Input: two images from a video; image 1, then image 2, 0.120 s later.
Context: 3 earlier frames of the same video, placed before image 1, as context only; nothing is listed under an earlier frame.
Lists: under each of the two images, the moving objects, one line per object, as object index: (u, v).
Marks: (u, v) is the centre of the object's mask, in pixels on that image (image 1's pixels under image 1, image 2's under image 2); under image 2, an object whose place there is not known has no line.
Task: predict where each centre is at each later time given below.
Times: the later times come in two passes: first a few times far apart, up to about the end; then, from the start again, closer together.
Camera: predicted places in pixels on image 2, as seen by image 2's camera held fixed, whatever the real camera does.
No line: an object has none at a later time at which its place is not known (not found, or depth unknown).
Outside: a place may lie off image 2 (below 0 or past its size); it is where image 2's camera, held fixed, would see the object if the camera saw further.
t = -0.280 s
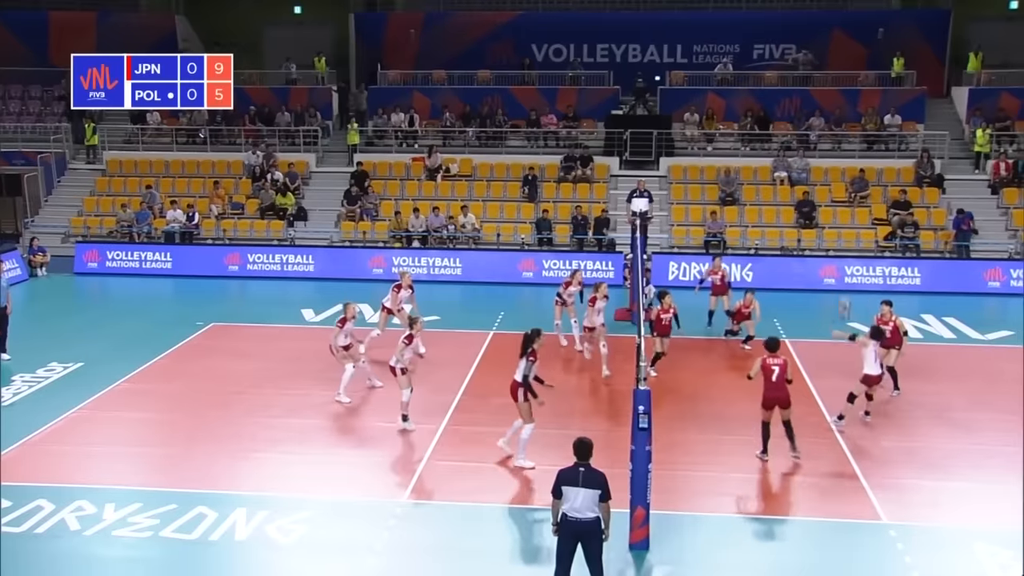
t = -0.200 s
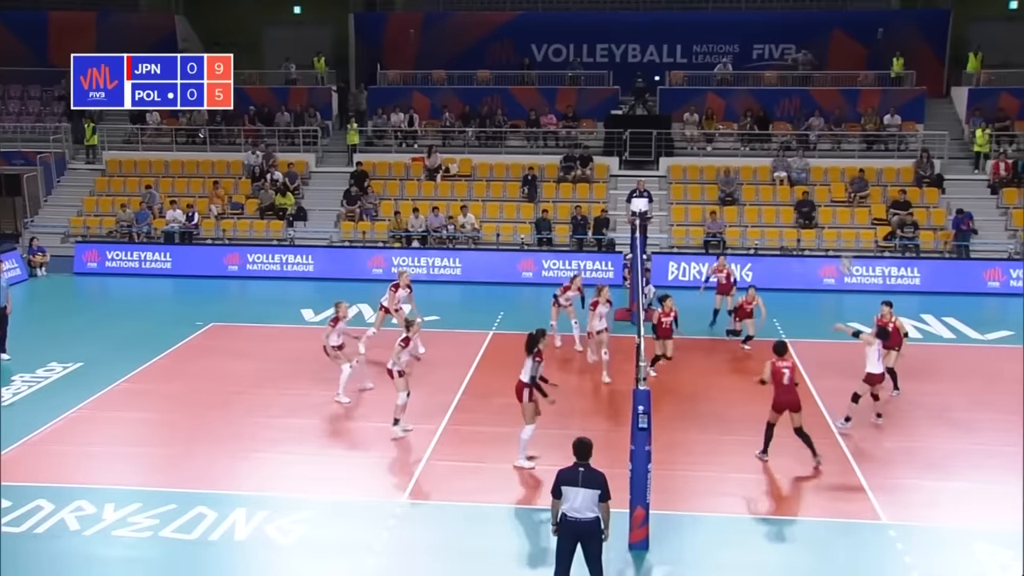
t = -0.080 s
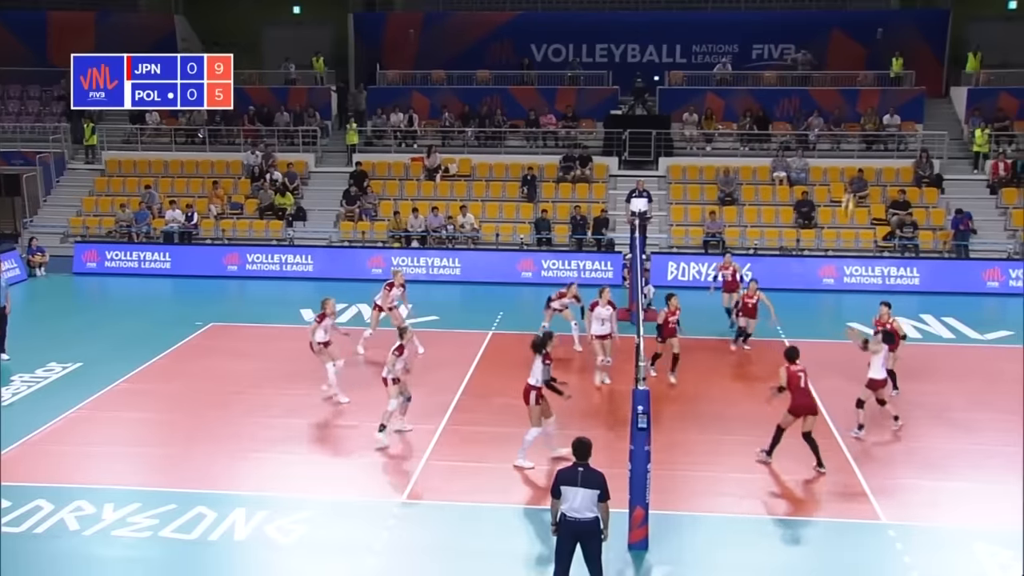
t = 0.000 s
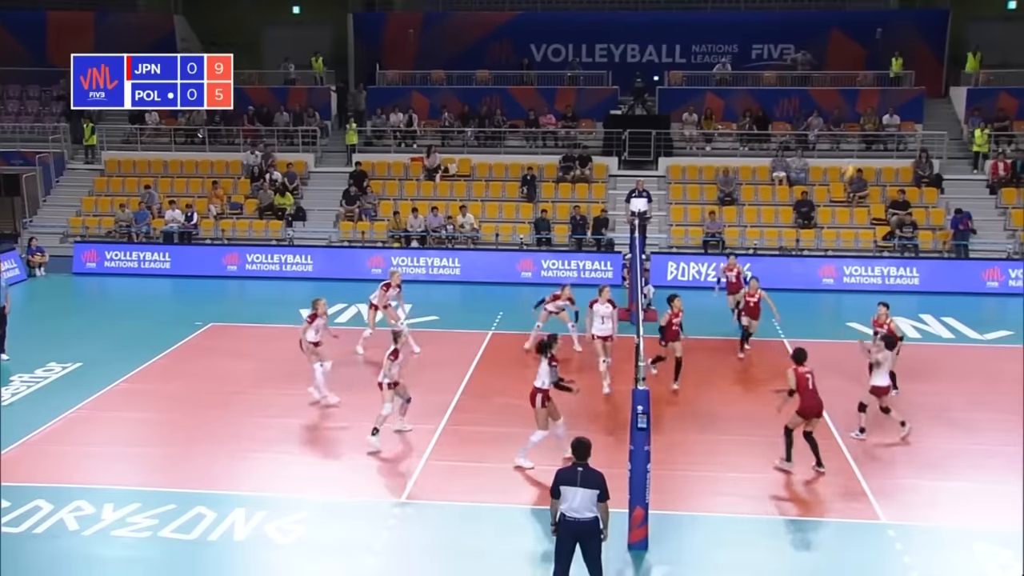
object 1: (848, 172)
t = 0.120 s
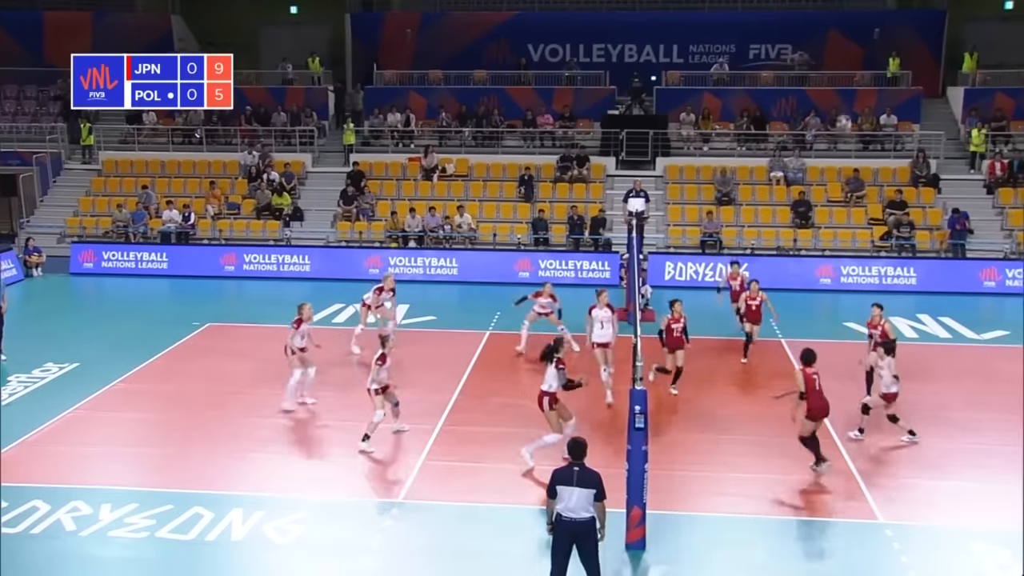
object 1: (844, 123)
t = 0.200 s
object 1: (842, 99)
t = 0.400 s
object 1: (838, 55)
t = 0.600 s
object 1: (831, 40)
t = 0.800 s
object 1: (822, 54)
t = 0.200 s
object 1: (842, 99)
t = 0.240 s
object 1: (842, 88)
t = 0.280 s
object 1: (841, 79)
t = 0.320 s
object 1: (840, 70)
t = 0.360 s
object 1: (839, 62)
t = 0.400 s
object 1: (838, 55)
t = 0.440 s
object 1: (837, 50)
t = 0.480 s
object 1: (836, 45)
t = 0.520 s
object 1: (834, 42)
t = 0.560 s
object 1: (833, 40)
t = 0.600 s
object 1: (831, 40)
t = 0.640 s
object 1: (829, 40)
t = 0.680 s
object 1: (828, 42)
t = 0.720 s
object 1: (826, 44)
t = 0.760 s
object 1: (824, 49)
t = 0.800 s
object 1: (822, 54)
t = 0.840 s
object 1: (820, 61)
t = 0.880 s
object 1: (818, 68)
